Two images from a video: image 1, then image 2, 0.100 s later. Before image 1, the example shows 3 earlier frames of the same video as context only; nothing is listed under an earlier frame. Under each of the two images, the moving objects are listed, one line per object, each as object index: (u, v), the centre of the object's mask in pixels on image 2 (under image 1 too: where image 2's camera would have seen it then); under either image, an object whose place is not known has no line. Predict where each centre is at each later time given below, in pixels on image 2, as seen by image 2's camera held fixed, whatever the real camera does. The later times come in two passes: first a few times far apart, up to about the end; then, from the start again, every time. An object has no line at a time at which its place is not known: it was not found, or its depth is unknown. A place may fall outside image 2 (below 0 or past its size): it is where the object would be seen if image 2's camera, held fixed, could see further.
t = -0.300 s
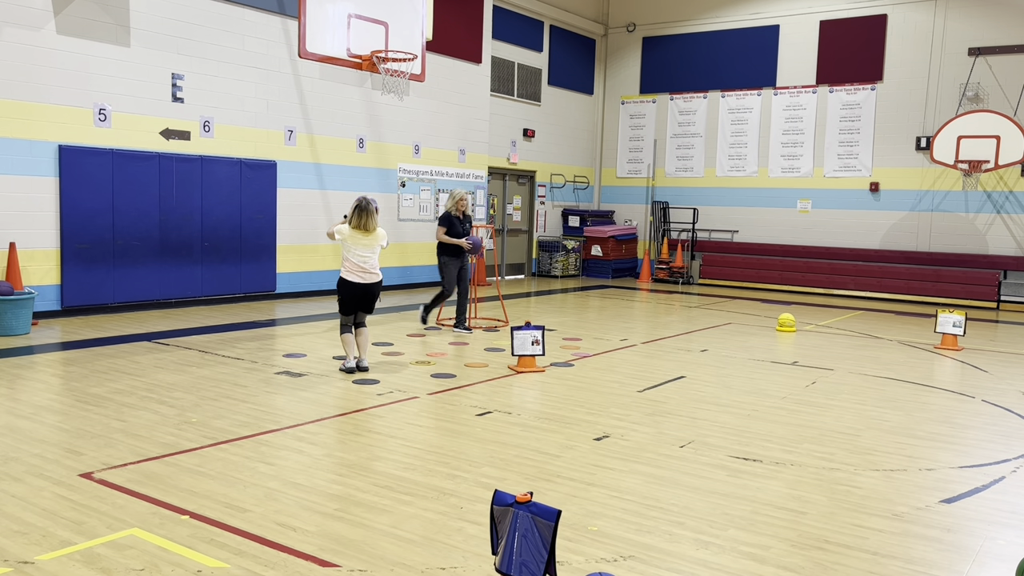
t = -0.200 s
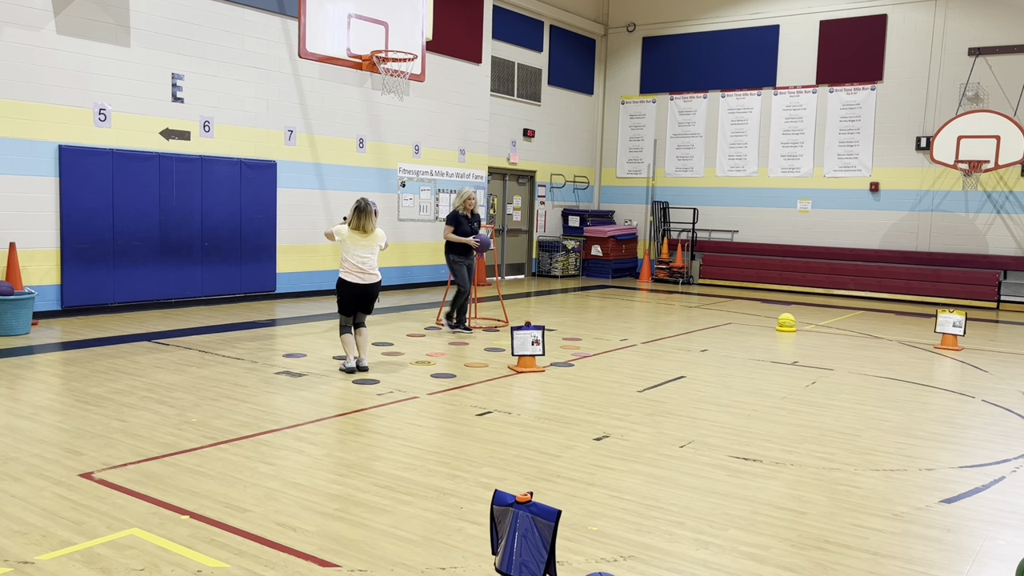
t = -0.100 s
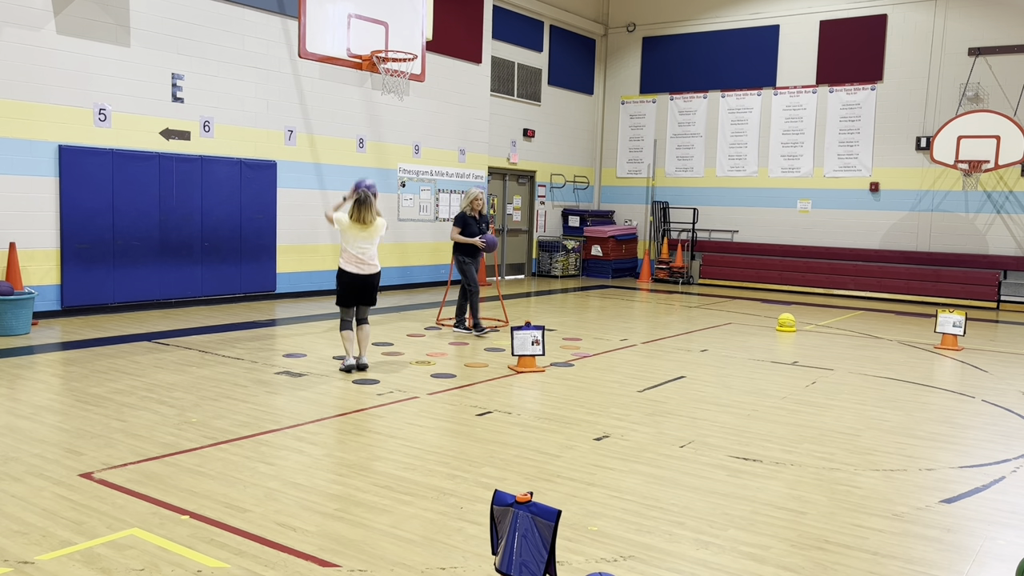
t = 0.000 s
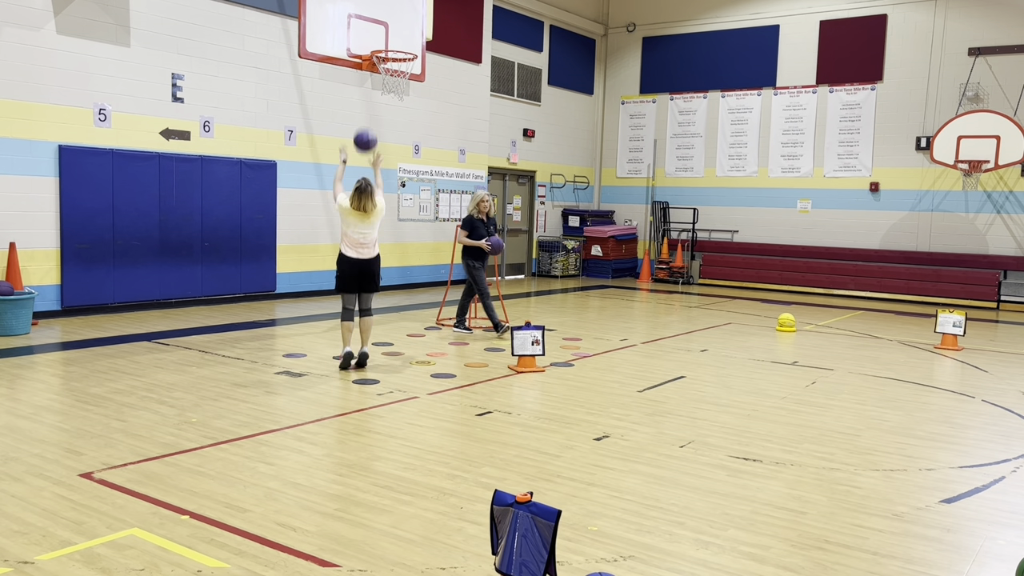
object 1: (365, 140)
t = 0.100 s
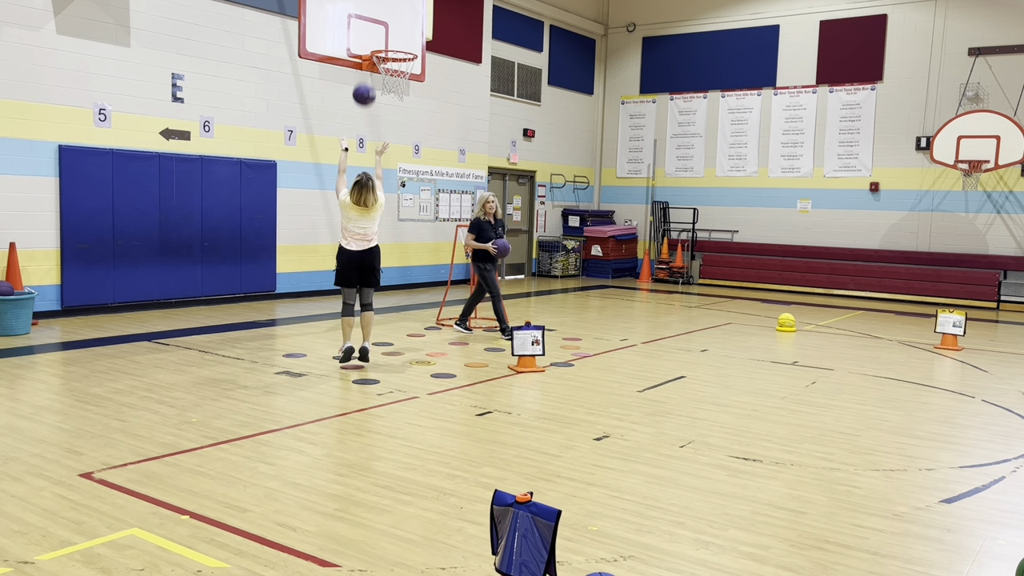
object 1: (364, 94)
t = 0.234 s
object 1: (363, 53)
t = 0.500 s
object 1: (359, 29)
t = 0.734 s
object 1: (391, 56)
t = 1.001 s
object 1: (418, 115)
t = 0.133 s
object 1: (364, 81)
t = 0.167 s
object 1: (363, 71)
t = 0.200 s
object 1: (363, 61)
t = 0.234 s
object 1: (363, 53)
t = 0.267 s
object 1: (362, 45)
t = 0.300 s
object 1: (362, 39)
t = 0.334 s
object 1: (361, 35)
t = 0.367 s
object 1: (361, 31)
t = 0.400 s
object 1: (360, 29)
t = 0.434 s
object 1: (360, 28)
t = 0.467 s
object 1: (360, 28)
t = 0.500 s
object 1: (359, 29)
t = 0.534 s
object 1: (359, 31)
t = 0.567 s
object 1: (362, 33)
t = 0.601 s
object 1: (368, 36)
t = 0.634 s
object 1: (373, 40)
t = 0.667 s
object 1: (379, 43)
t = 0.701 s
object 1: (386, 50)
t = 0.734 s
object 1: (391, 56)
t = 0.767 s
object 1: (397, 63)
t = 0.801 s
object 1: (403, 72)
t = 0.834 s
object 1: (407, 80)
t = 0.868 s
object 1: (410, 85)
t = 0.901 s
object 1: (412, 91)
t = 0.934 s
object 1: (414, 98)
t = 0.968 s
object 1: (416, 106)
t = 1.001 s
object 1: (418, 115)
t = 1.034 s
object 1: (421, 126)
